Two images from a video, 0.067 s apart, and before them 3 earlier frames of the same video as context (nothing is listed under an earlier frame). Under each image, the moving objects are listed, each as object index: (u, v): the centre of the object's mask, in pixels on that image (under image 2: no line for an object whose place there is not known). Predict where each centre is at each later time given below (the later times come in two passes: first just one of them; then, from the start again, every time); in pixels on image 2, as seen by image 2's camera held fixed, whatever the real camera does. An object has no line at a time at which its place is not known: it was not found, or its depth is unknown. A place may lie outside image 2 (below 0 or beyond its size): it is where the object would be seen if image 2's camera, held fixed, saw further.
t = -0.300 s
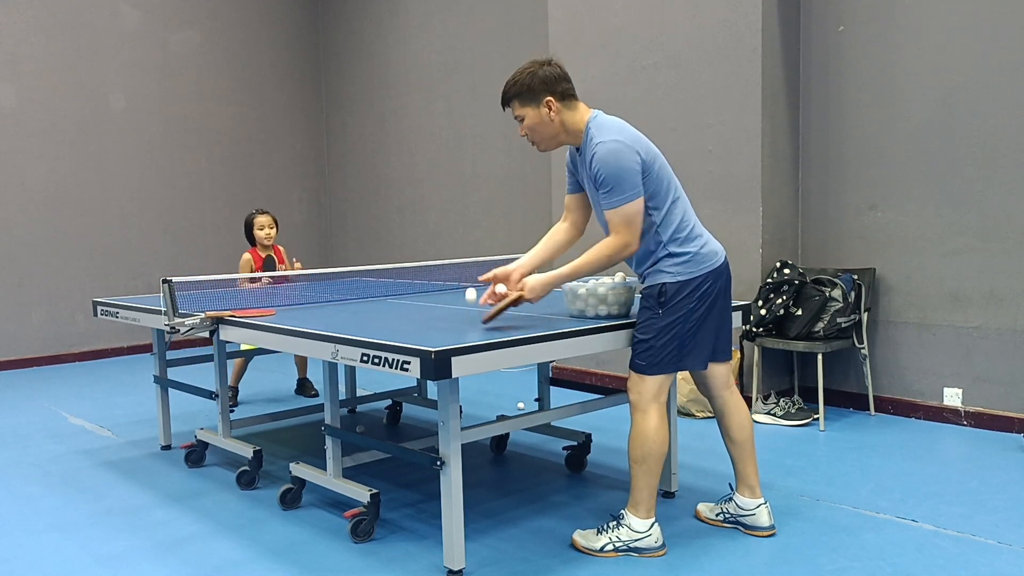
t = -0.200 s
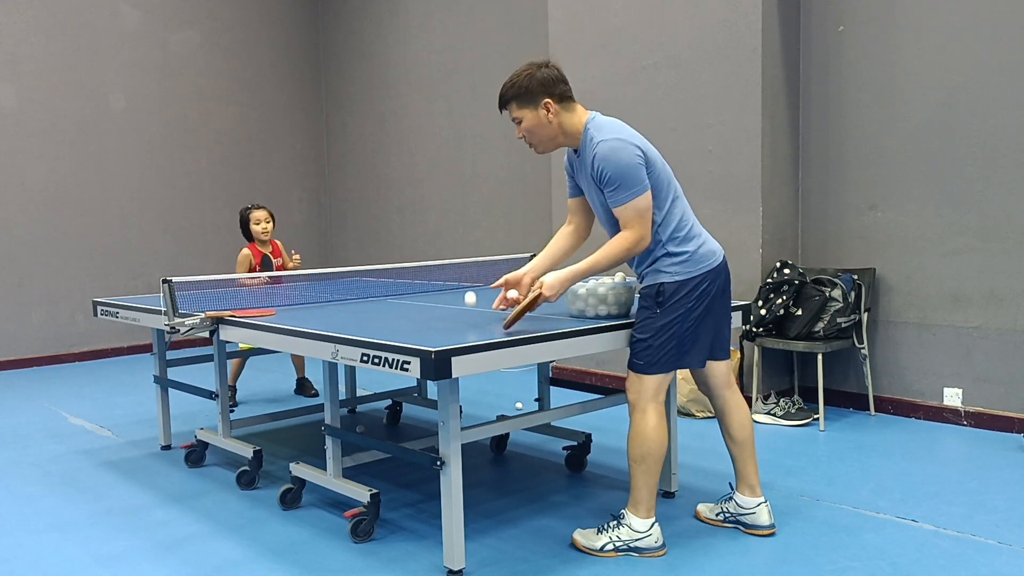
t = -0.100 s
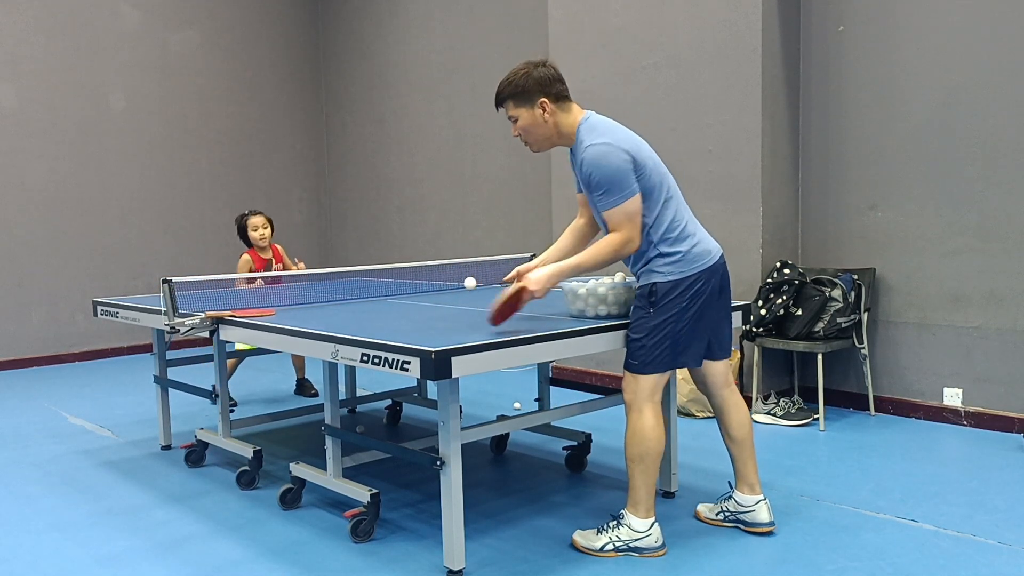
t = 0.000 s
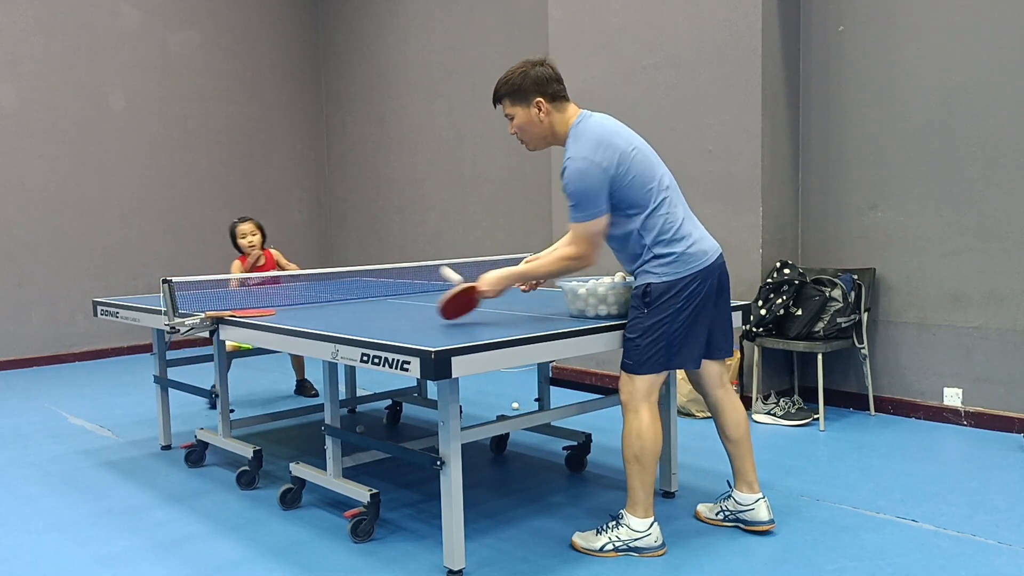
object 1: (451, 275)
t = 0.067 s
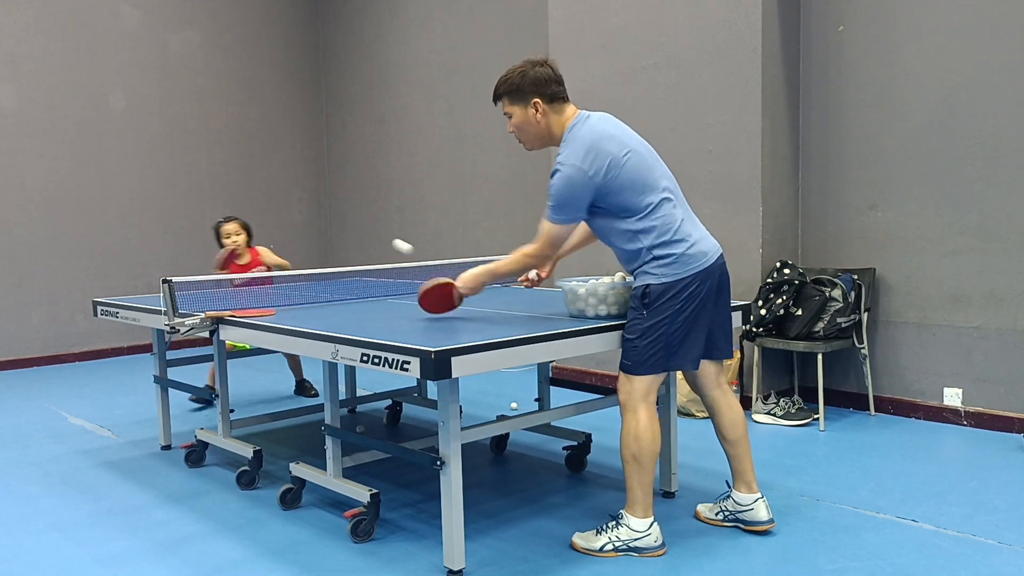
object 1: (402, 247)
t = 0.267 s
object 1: (295, 233)
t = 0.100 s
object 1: (381, 237)
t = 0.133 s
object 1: (362, 232)
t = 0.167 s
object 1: (343, 228)
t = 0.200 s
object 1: (327, 227)
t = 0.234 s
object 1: (311, 229)
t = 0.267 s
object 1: (295, 233)
